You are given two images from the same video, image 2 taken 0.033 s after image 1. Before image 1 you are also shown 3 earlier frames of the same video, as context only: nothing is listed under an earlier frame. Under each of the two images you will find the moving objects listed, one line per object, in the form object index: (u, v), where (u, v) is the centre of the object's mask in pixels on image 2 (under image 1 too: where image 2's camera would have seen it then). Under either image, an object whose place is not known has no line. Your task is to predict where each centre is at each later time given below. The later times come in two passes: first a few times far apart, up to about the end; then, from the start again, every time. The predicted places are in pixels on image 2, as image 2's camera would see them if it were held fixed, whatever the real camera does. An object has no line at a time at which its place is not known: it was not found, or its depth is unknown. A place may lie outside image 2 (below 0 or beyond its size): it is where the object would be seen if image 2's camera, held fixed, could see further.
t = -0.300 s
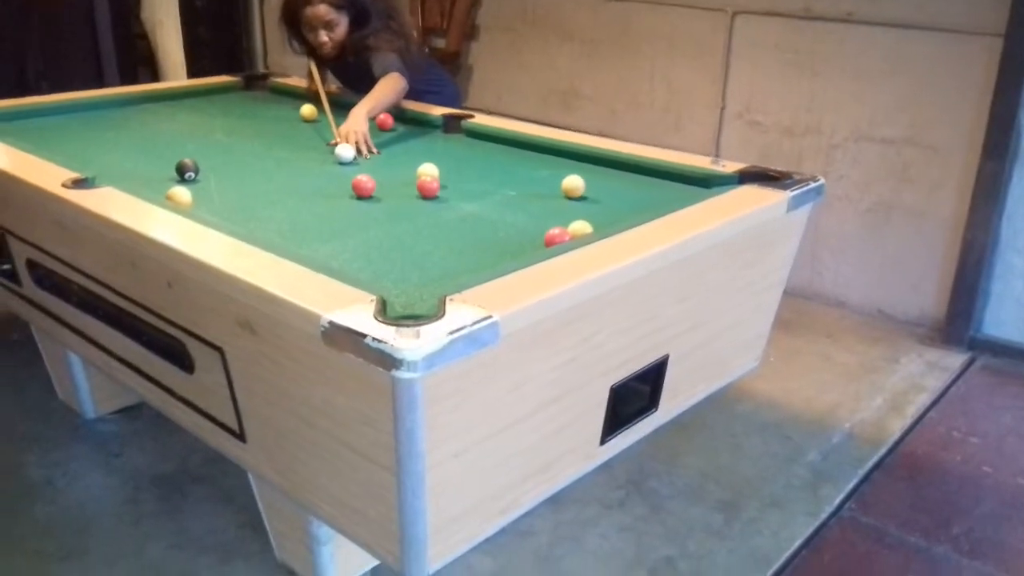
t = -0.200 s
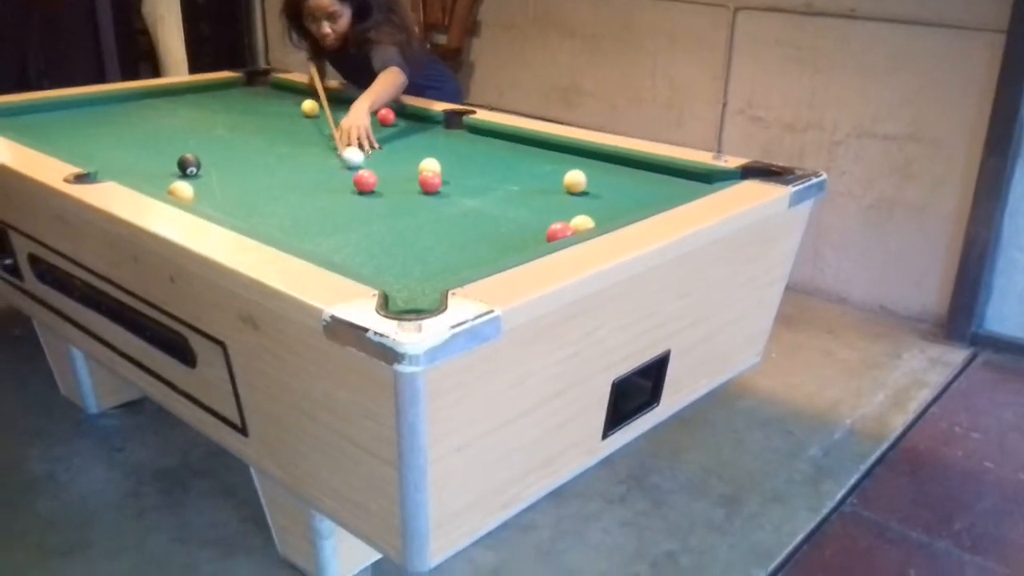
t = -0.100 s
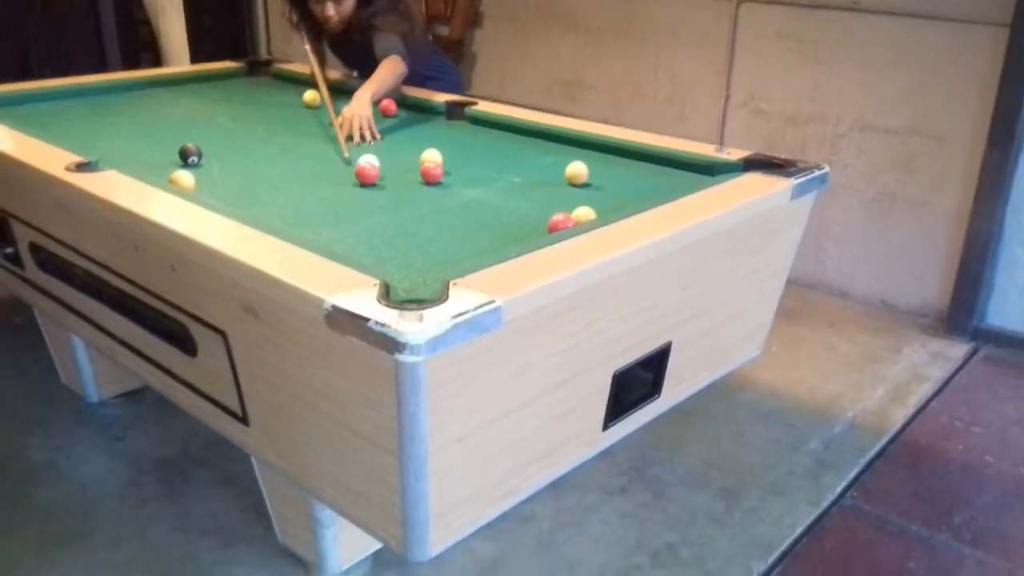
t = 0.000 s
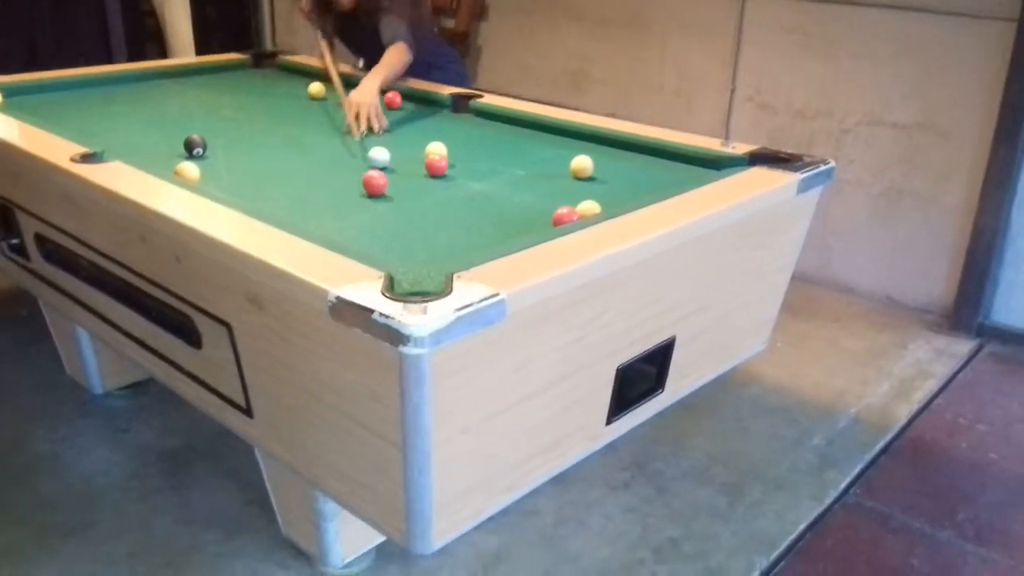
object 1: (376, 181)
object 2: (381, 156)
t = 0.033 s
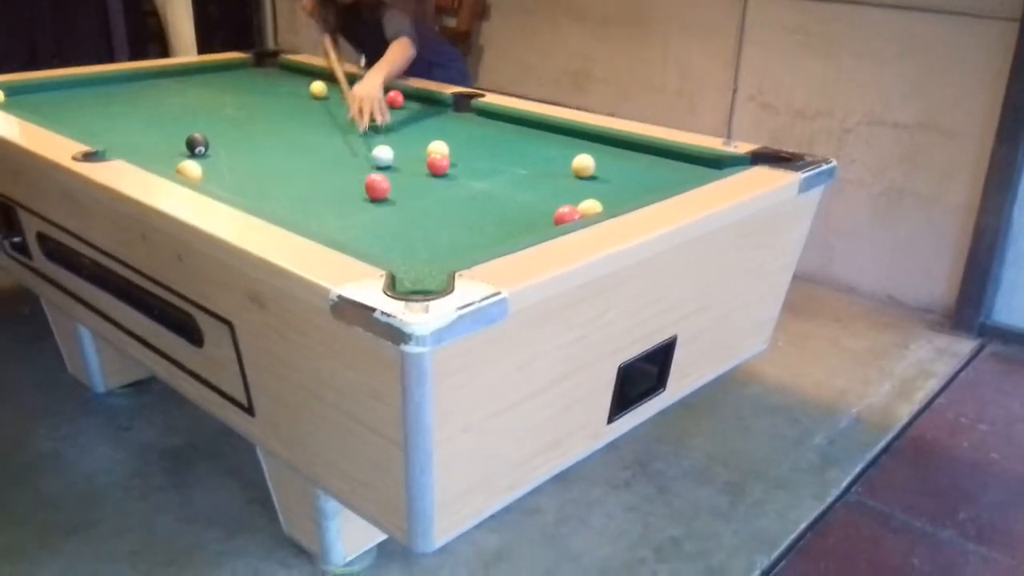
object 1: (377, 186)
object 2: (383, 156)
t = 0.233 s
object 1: (384, 220)
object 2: (393, 155)
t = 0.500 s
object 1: (438, 260)
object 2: (404, 154)
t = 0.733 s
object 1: (413, 239)
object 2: (412, 154)
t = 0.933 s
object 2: (416, 154)
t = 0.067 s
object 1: (378, 191)
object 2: (385, 156)
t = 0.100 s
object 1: (380, 197)
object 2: (386, 156)
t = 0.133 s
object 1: (381, 202)
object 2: (388, 156)
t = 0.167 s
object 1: (382, 208)
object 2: (389, 156)
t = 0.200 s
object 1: (383, 214)
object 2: (391, 155)
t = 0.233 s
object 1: (384, 220)
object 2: (393, 155)
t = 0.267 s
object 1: (385, 227)
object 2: (394, 155)
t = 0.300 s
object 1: (386, 234)
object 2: (396, 155)
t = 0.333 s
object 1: (387, 240)
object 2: (397, 155)
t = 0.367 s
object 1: (389, 246)
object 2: (399, 155)
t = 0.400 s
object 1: (393, 252)
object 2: (400, 155)
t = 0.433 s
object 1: (406, 256)
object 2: (402, 155)
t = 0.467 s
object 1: (422, 257)
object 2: (403, 155)
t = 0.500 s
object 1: (438, 260)
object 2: (404, 154)
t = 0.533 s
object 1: (444, 258)
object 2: (405, 154)
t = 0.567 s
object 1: (439, 256)
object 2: (406, 154)
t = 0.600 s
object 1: (433, 252)
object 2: (408, 154)
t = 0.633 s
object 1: (428, 249)
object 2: (408, 154)
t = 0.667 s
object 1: (423, 245)
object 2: (410, 154)
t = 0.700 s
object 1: (418, 242)
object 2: (410, 154)
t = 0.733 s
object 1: (413, 239)
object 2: (412, 154)
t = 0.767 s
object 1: (408, 236)
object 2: (412, 154)
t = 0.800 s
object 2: (413, 154)
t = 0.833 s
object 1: (400, 229)
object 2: (414, 154)
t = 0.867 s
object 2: (415, 153)
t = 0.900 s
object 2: (416, 154)
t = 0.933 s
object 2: (416, 154)
